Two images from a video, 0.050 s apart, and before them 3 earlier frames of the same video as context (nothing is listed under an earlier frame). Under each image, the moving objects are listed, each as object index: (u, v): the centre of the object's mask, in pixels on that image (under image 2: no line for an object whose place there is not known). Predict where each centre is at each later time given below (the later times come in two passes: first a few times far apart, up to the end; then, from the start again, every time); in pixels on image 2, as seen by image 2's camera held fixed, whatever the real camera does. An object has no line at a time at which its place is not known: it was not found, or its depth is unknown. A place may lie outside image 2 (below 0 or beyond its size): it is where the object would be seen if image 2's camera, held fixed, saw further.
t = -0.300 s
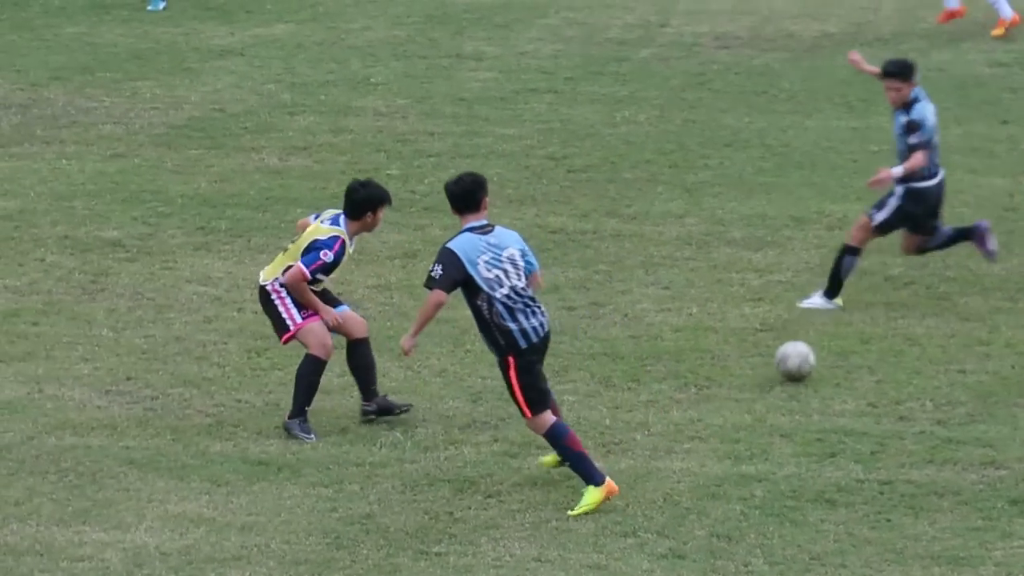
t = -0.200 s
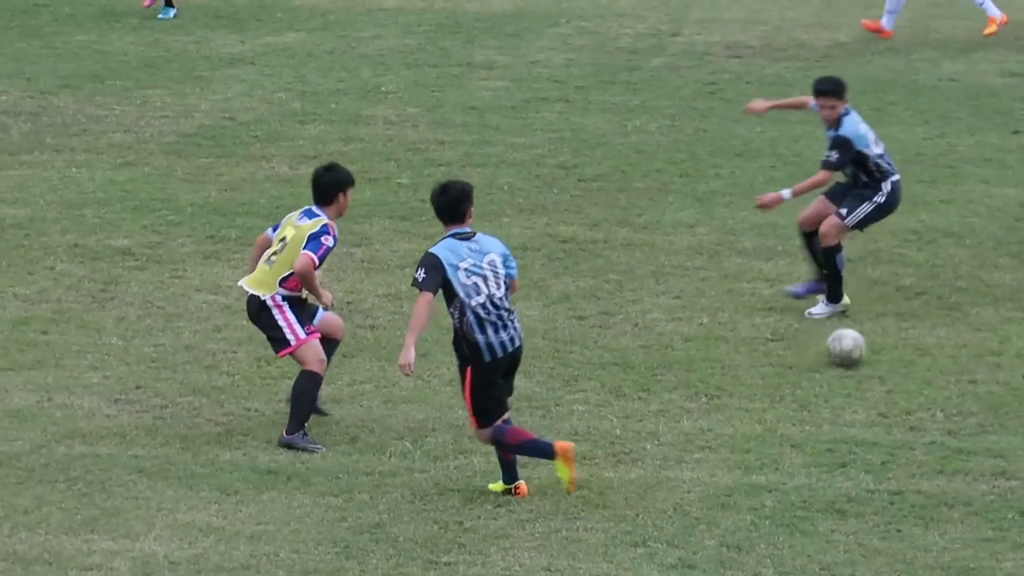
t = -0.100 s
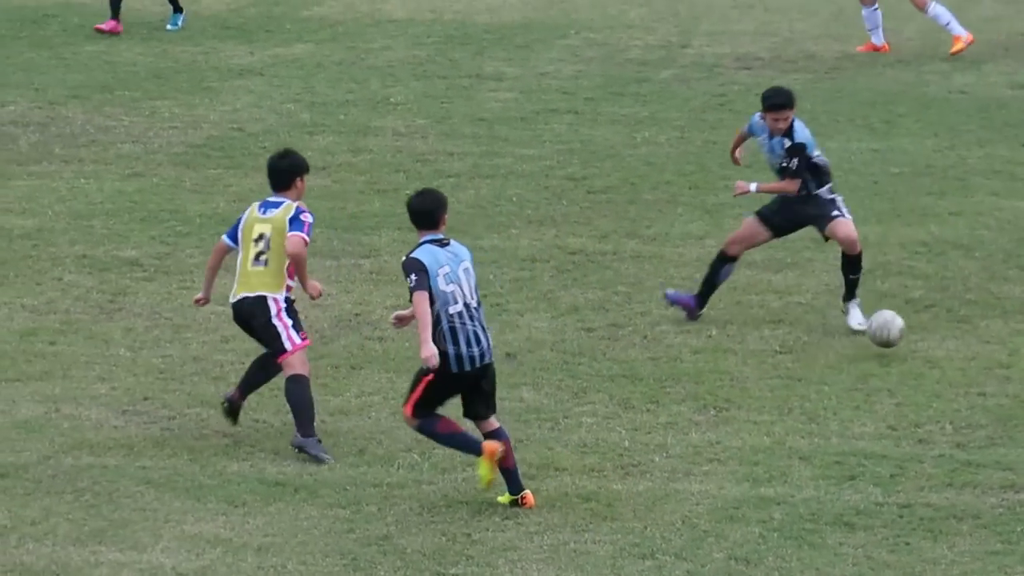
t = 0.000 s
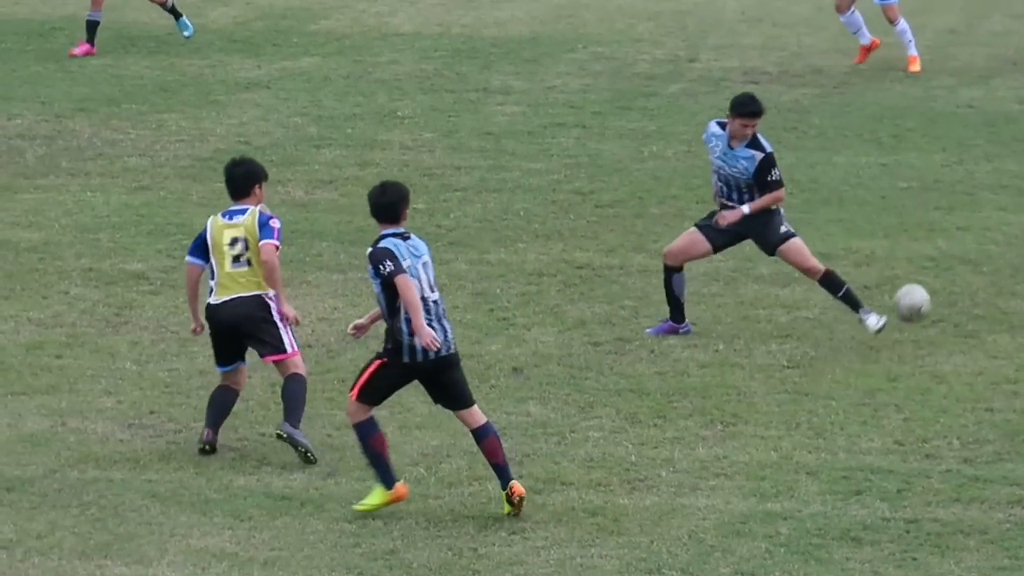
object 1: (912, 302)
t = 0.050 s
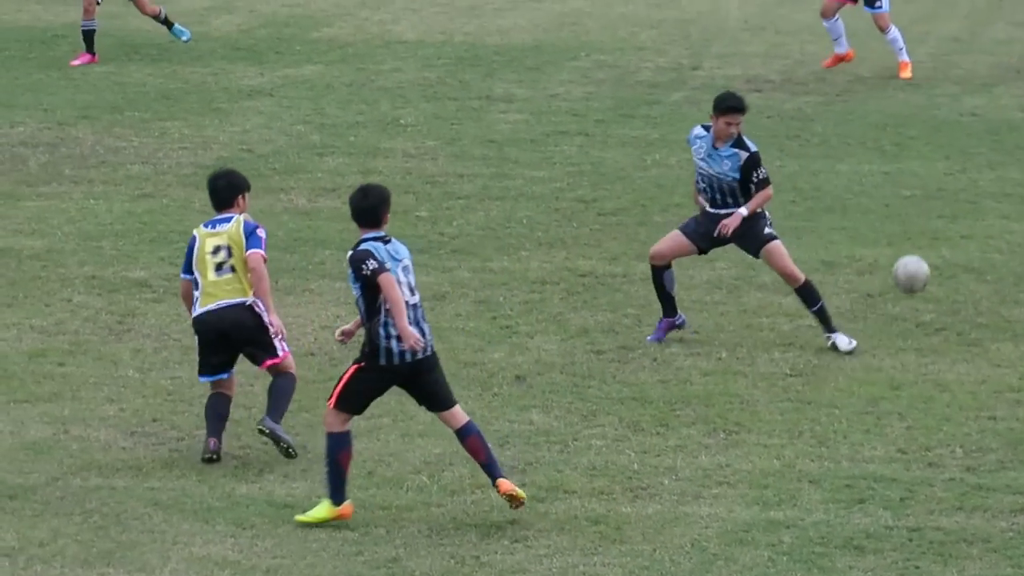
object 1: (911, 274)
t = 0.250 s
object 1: (896, 165)
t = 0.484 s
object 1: (881, 124)
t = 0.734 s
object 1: (861, 186)
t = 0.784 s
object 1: (855, 212)
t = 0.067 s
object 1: (909, 262)
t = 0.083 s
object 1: (908, 251)
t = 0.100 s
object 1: (907, 241)
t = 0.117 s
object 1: (906, 231)
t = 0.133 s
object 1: (905, 221)
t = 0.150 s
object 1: (903, 212)
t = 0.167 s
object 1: (902, 203)
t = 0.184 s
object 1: (901, 195)
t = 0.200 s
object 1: (900, 187)
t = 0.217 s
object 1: (899, 179)
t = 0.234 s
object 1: (897, 172)
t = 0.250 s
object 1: (896, 165)
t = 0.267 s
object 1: (895, 159)
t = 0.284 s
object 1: (894, 154)
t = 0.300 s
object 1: (893, 148)
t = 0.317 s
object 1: (892, 144)
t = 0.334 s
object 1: (891, 139)
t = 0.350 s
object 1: (890, 136)
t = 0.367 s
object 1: (889, 133)
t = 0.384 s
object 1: (887, 130)
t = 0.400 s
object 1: (886, 128)
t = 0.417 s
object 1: (885, 126)
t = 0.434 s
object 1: (884, 125)
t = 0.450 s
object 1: (883, 124)
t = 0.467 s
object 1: (882, 123)
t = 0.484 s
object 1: (881, 124)
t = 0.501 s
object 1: (880, 124)
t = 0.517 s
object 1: (879, 125)
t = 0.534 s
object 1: (877, 127)
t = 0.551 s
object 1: (876, 129)
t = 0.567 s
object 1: (874, 132)
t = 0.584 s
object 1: (873, 135)
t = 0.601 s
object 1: (871, 138)
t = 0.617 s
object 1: (869, 143)
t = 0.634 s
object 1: (868, 147)
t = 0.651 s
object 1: (867, 152)
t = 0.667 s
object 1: (866, 158)
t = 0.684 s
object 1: (865, 164)
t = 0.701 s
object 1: (863, 171)
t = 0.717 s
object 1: (862, 178)
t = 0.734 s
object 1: (861, 186)
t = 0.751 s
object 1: (859, 194)
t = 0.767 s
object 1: (857, 203)
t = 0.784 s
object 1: (855, 212)
